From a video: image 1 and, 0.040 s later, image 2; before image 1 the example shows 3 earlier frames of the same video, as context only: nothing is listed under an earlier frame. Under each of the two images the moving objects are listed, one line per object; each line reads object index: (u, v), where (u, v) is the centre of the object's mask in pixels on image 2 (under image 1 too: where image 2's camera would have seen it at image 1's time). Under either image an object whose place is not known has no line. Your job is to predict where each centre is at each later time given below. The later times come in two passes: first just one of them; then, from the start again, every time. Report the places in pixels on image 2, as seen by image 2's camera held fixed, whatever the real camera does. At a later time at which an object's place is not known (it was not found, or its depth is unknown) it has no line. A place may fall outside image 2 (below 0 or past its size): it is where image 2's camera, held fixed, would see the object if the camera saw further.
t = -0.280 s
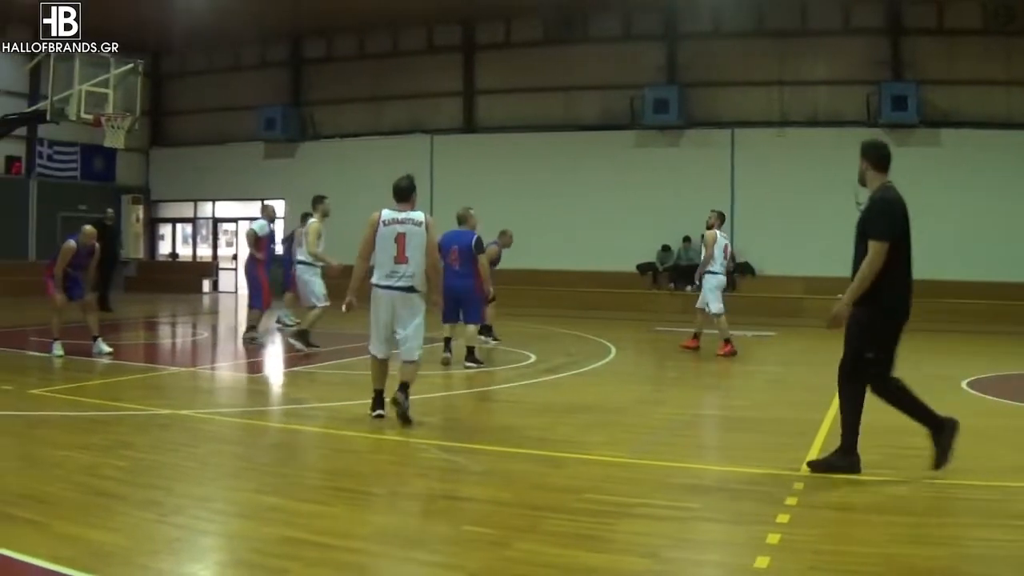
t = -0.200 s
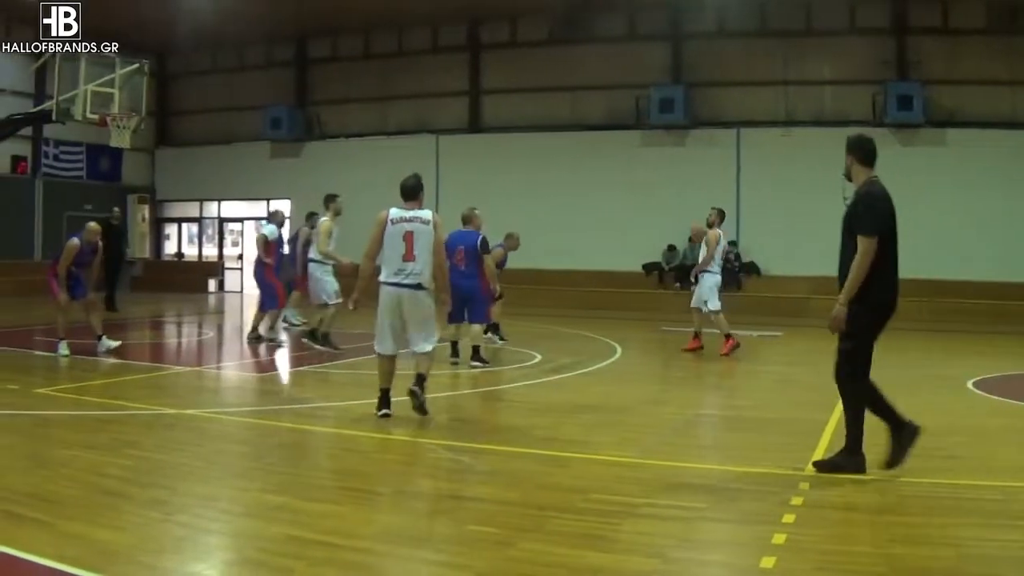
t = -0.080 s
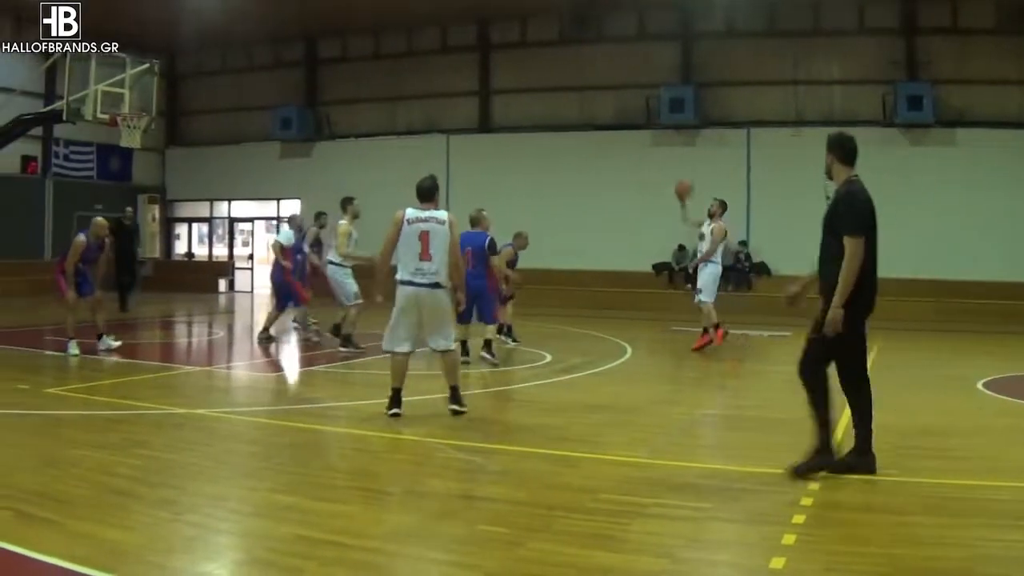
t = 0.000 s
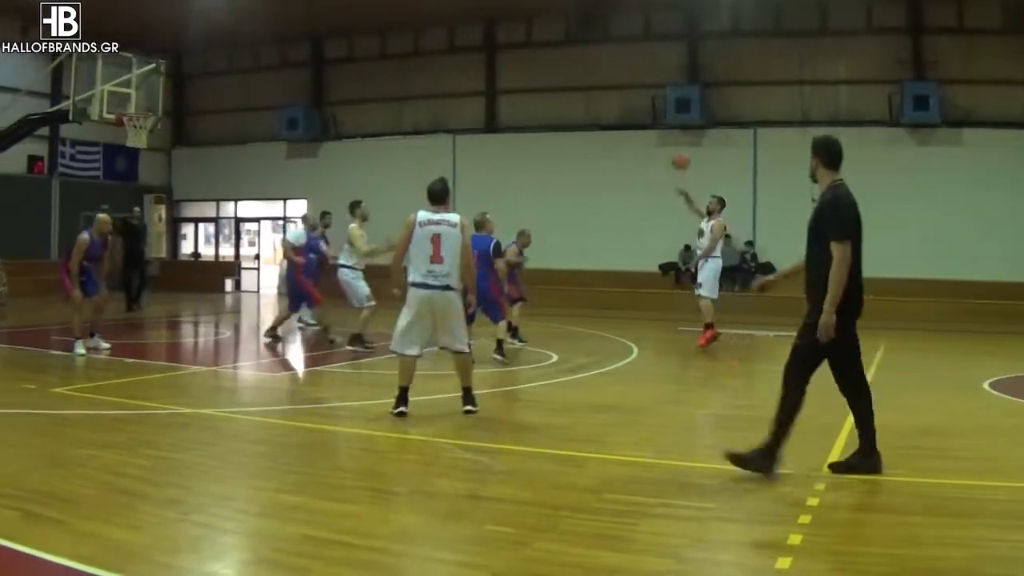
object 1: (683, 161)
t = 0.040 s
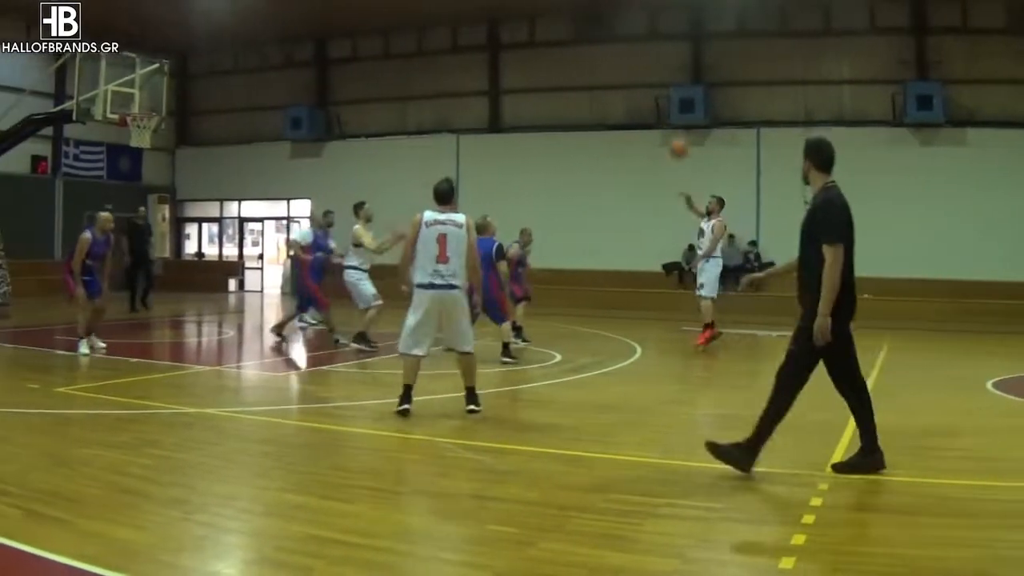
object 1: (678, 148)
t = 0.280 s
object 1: (650, 92)
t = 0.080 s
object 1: (673, 135)
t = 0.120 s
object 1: (669, 125)
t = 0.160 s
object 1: (666, 115)
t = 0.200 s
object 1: (661, 107)
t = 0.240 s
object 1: (656, 99)
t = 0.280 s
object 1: (650, 92)
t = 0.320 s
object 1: (643, 87)
